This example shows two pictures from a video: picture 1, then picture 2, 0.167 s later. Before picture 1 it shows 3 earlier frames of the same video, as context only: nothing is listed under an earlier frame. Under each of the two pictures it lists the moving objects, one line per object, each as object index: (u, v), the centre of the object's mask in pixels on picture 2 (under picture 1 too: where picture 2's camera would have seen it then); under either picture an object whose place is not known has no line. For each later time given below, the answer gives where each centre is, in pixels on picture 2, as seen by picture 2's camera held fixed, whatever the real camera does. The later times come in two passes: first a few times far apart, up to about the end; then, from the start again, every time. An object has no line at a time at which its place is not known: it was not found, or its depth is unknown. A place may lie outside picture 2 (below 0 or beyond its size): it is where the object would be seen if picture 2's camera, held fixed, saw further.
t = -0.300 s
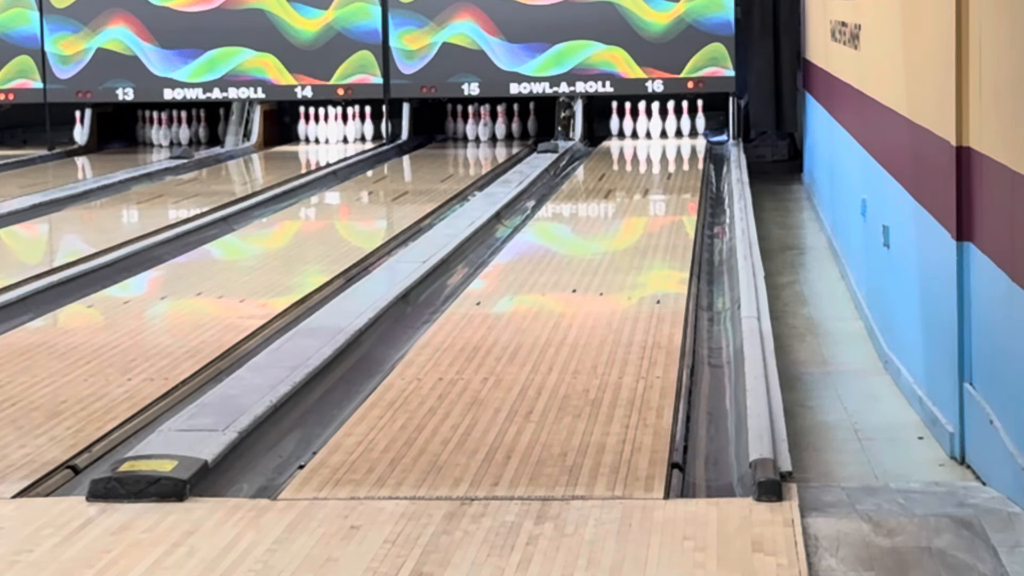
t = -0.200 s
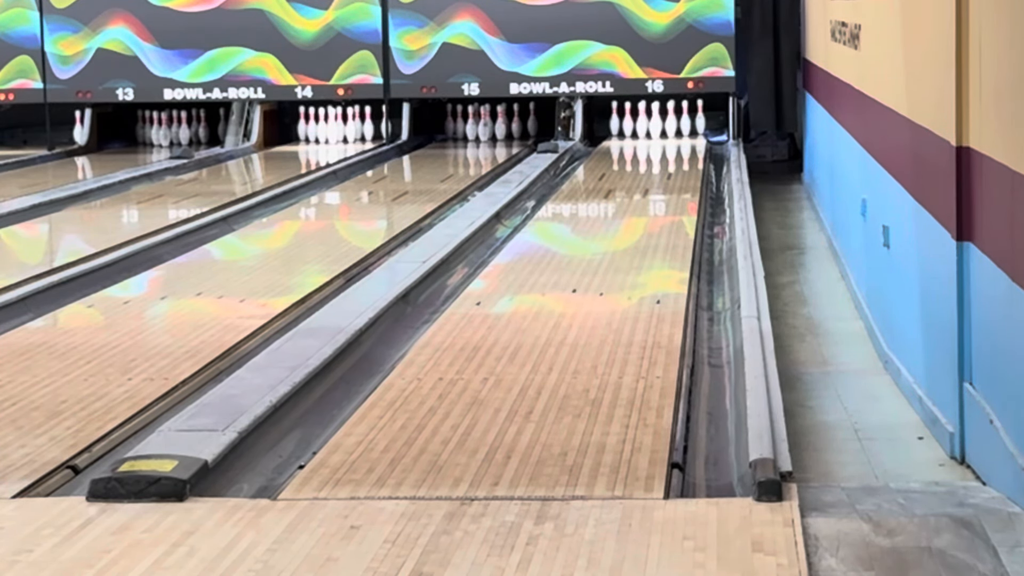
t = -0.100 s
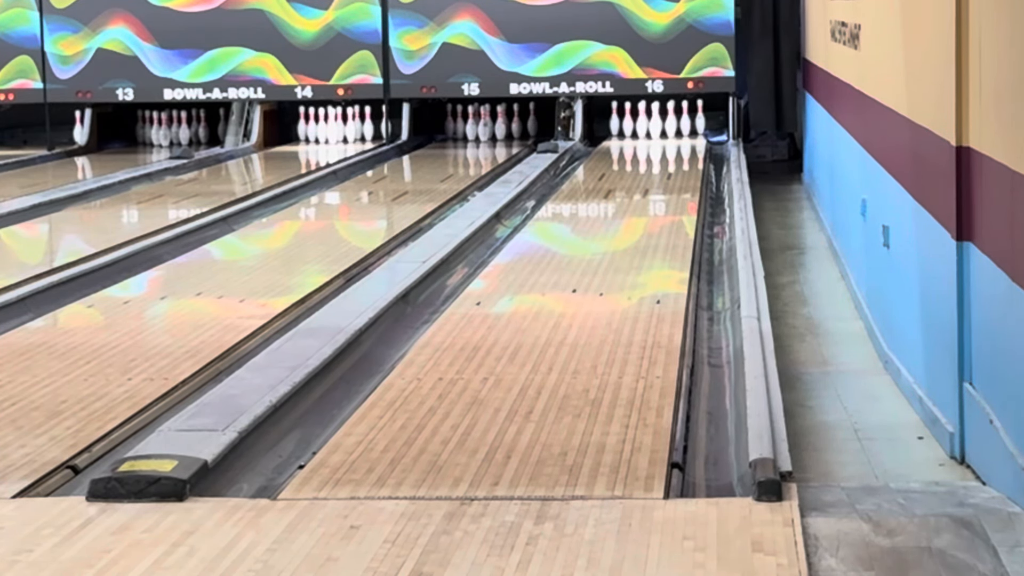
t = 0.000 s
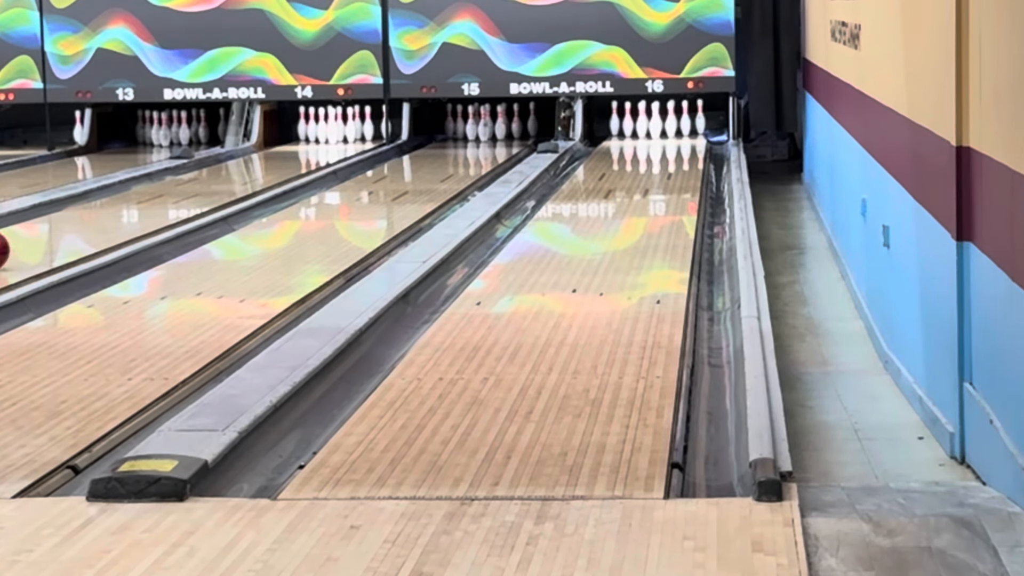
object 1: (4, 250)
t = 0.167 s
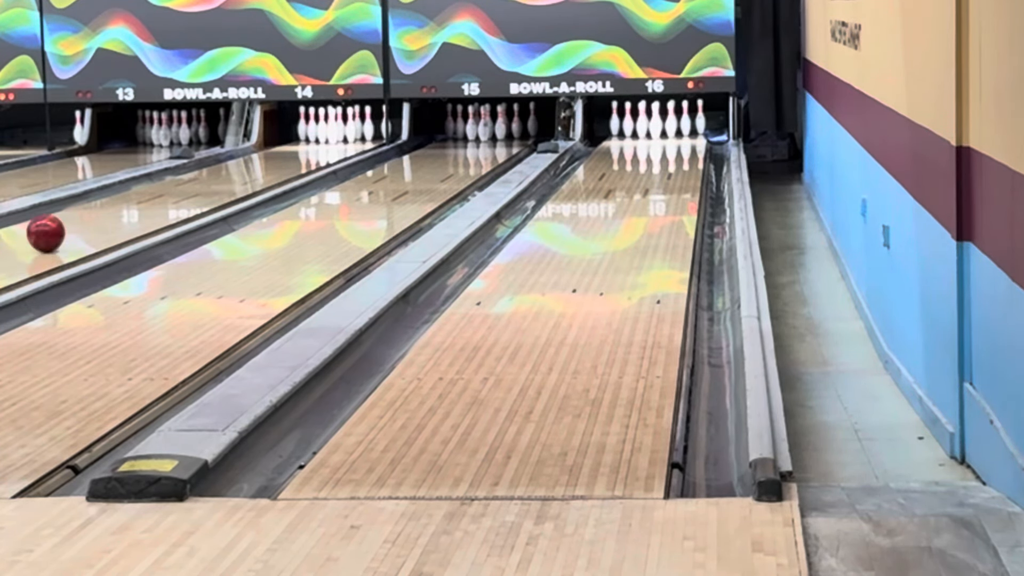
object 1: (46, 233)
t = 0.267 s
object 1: (75, 224)
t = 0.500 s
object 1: (135, 206)
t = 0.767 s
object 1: (189, 188)
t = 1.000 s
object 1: (227, 176)
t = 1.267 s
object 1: (263, 164)
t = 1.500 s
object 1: (287, 155)
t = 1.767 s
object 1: (308, 147)
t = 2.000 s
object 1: (319, 141)
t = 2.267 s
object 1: (332, 135)
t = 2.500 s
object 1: (341, 132)
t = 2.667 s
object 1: (351, 131)
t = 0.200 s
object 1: (56, 230)
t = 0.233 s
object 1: (66, 227)
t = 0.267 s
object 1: (75, 224)
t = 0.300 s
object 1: (85, 222)
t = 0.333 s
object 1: (94, 219)
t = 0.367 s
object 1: (102, 216)
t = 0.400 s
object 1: (111, 213)
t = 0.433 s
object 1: (119, 211)
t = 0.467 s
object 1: (127, 208)
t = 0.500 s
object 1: (135, 206)
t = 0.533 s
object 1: (143, 203)
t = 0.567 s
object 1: (148, 201)
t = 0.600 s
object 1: (155, 199)
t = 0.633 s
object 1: (162, 197)
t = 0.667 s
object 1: (169, 195)
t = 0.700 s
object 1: (176, 192)
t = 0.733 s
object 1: (182, 191)
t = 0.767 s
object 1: (189, 188)
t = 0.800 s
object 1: (194, 186)
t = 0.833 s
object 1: (200, 185)
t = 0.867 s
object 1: (206, 183)
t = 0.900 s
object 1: (211, 181)
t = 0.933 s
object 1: (217, 179)
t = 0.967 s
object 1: (222, 177)
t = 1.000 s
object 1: (227, 176)
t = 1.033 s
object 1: (232, 174)
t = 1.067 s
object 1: (237, 172)
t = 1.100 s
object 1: (241, 171)
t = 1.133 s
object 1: (246, 170)
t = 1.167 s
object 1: (251, 168)
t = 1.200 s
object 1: (255, 166)
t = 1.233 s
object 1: (259, 165)
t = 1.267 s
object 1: (263, 164)
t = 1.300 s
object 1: (267, 162)
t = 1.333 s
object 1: (271, 161)
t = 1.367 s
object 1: (274, 159)
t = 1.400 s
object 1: (278, 158)
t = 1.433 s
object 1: (281, 157)
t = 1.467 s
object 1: (285, 156)
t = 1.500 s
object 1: (287, 155)
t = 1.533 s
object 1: (291, 154)
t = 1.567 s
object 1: (294, 153)
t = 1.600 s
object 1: (296, 152)
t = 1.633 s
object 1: (298, 151)
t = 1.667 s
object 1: (301, 149)
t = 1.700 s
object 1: (303, 149)
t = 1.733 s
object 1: (305, 148)
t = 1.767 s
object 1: (308, 147)
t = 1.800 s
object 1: (310, 146)
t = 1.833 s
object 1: (311, 145)
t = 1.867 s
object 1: (313, 144)
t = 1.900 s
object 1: (315, 143)
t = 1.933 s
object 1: (316, 142)
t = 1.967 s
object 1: (318, 142)
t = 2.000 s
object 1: (319, 141)
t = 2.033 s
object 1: (321, 140)
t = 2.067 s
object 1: (323, 140)
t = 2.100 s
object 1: (324, 139)
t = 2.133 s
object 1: (325, 139)
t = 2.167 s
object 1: (327, 137)
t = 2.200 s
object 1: (329, 136)
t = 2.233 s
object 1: (330, 136)
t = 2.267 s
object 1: (332, 135)
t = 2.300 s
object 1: (333, 135)
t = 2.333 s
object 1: (334, 134)
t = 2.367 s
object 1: (336, 133)
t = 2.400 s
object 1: (336, 133)
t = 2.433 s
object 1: (338, 133)
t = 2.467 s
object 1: (339, 132)
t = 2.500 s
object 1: (341, 132)
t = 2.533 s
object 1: (343, 131)
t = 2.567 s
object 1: (345, 130)
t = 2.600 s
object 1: (347, 130)
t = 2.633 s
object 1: (349, 130)
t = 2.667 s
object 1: (351, 131)
